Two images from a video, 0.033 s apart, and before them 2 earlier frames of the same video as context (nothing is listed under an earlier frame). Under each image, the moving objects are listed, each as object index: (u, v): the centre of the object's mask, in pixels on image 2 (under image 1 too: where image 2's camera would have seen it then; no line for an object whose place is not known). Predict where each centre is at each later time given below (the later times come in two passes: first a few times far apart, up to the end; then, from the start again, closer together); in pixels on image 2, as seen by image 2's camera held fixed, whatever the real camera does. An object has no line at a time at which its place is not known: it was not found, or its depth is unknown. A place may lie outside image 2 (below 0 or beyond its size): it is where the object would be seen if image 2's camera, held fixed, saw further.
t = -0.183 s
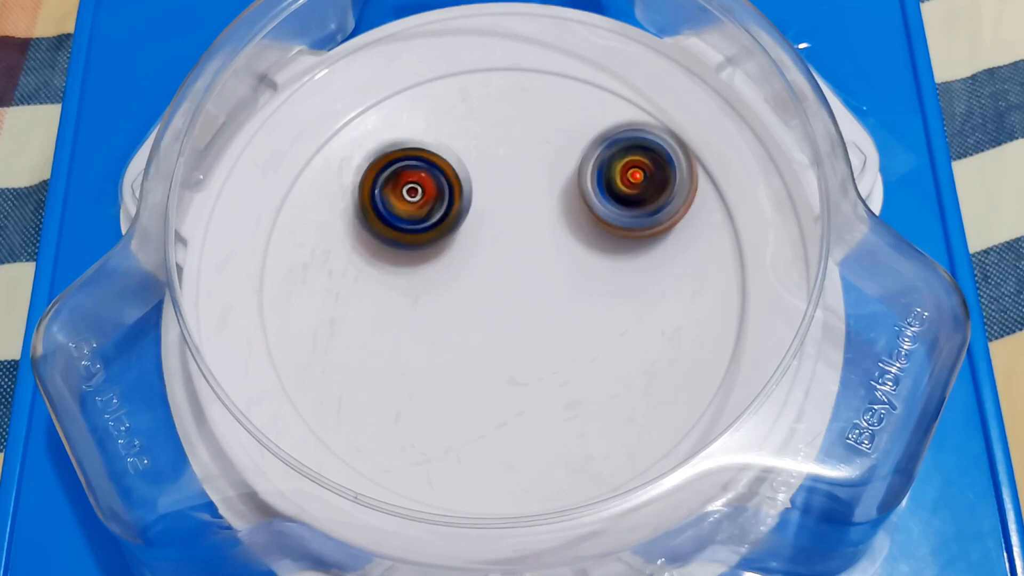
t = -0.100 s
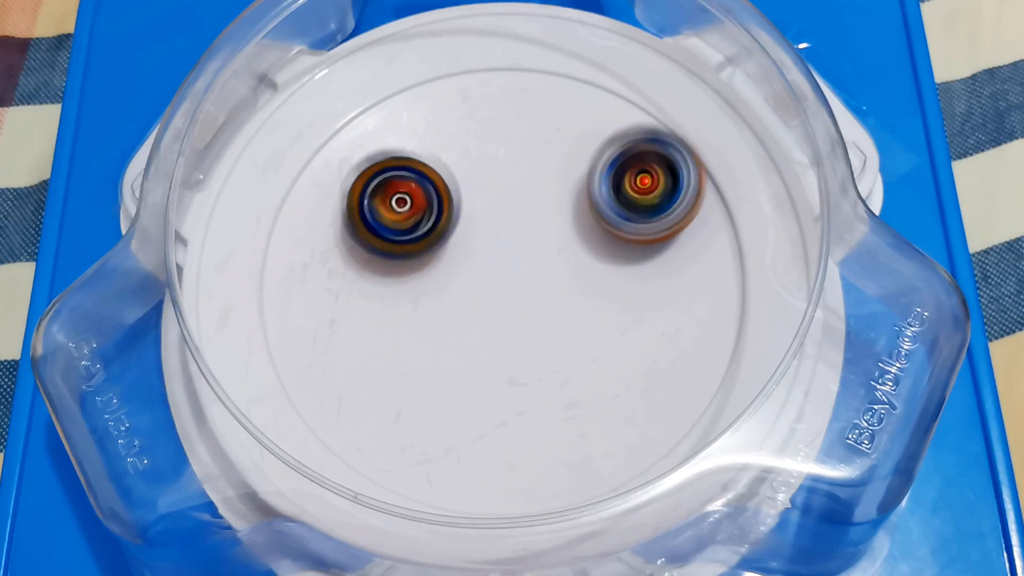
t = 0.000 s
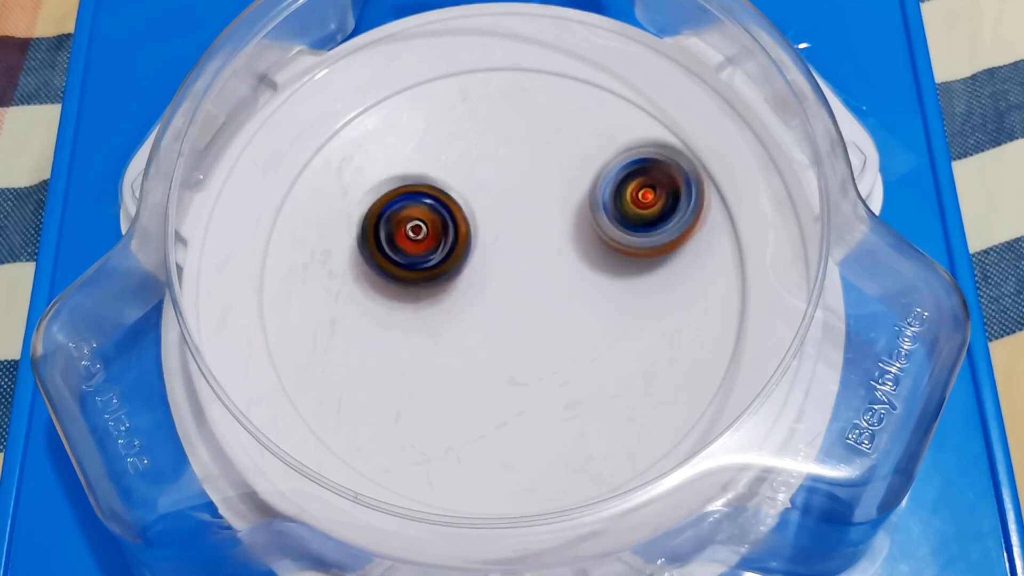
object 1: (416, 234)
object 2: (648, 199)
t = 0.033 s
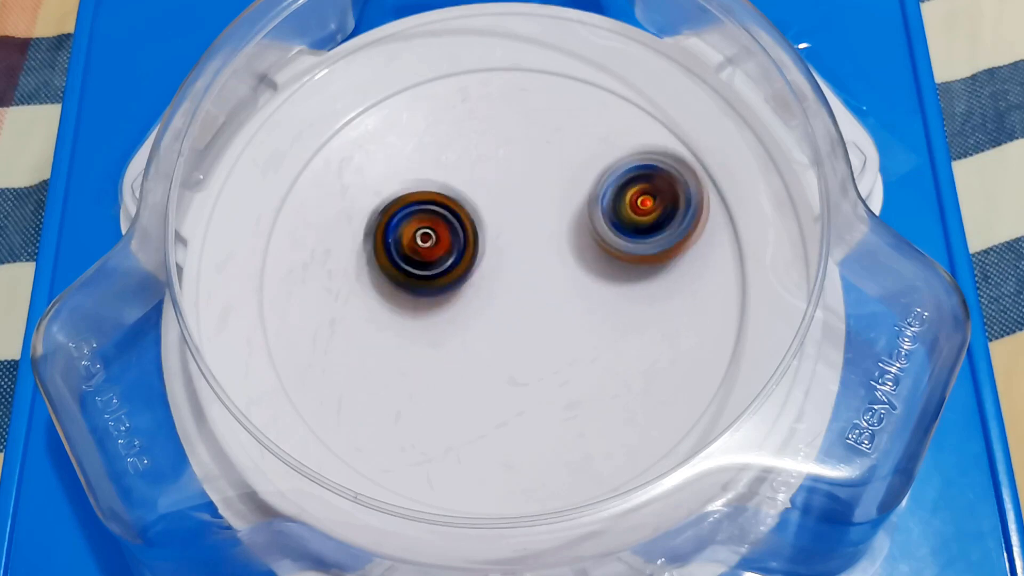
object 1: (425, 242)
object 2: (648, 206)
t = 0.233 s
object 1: (498, 264)
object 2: (622, 271)
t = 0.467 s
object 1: (499, 261)
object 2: (647, 340)
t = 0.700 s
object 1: (516, 276)
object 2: (609, 385)
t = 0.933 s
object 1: (518, 275)
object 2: (530, 406)
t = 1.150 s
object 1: (501, 283)
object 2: (454, 400)
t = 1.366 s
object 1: (554, 225)
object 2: (343, 421)
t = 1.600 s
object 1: (596, 184)
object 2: (392, 345)
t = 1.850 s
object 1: (577, 212)
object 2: (419, 246)
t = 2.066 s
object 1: (549, 286)
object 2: (427, 183)
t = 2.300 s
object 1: (511, 342)
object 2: (467, 137)
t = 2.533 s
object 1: (447, 341)
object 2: (530, 141)
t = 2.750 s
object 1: (418, 292)
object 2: (586, 188)
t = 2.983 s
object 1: (449, 243)
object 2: (614, 262)
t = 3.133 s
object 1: (489, 231)
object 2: (607, 313)
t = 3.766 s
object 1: (538, 322)
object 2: (421, 407)
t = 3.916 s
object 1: (505, 321)
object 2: (383, 379)
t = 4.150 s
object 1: (493, 294)
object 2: (355, 303)
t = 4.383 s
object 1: (503, 262)
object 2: (380, 229)
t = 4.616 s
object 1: (546, 265)
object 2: (444, 187)
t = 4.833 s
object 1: (561, 290)
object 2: (515, 191)
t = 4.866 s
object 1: (558, 299)
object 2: (525, 192)
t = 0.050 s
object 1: (432, 245)
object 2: (646, 212)
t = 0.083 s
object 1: (442, 251)
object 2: (643, 221)
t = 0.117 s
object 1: (452, 254)
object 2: (639, 231)
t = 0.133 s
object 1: (462, 257)
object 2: (638, 237)
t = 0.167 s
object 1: (473, 260)
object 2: (632, 248)
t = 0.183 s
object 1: (479, 262)
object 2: (627, 253)
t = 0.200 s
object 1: (484, 261)
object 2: (626, 259)
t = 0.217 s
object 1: (494, 263)
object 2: (621, 264)
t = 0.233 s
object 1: (498, 264)
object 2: (622, 271)
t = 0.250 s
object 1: (497, 261)
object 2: (626, 278)
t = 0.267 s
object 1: (497, 262)
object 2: (632, 286)
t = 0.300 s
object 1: (498, 261)
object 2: (640, 297)
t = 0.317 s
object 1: (497, 261)
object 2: (641, 301)
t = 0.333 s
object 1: (498, 258)
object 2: (644, 308)
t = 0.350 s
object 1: (499, 260)
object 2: (644, 311)
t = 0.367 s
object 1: (499, 260)
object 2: (646, 317)
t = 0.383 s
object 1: (500, 259)
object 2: (646, 319)
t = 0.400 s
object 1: (501, 261)
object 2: (647, 325)
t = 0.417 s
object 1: (499, 261)
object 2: (648, 327)
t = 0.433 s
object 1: (500, 261)
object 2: (648, 332)
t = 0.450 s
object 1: (500, 262)
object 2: (648, 335)
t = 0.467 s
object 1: (499, 261)
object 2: (647, 340)
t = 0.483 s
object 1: (500, 262)
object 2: (646, 342)
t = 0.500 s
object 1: (499, 263)
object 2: (645, 347)
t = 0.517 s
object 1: (499, 262)
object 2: (644, 349)
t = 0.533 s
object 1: (500, 265)
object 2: (642, 354)
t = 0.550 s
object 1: (499, 265)
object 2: (641, 356)
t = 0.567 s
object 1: (501, 267)
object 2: (637, 360)
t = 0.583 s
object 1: (501, 268)
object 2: (636, 363)
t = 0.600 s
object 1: (502, 268)
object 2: (632, 367)
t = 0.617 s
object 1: (507, 274)
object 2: (630, 370)
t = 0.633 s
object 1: (508, 276)
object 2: (625, 373)
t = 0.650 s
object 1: (509, 276)
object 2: (623, 376)
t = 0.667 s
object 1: (514, 273)
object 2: (617, 379)
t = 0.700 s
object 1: (516, 276)
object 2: (609, 385)
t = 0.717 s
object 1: (518, 275)
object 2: (606, 387)
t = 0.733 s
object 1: (518, 275)
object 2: (599, 389)
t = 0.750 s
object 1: (519, 274)
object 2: (596, 391)
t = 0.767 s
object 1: (519, 276)
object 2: (589, 393)
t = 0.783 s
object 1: (518, 275)
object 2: (585, 395)
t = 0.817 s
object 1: (519, 275)
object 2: (574, 398)
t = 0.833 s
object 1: (518, 274)
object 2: (567, 400)
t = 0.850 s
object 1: (520, 275)
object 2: (563, 401)
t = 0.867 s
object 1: (518, 275)
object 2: (555, 402)
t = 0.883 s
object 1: (518, 275)
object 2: (551, 403)
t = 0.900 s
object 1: (519, 276)
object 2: (543, 404)
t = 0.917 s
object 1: (517, 276)
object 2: (538, 405)
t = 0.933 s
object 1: (518, 275)
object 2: (530, 406)
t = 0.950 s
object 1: (517, 276)
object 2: (526, 406)
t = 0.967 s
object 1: (515, 277)
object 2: (518, 407)
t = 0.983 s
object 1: (516, 276)
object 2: (514, 407)
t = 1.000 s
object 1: (513, 278)
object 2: (506, 407)
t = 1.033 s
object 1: (511, 277)
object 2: (493, 406)
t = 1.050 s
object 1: (510, 279)
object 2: (489, 406)
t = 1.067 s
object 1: (507, 277)
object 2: (481, 405)
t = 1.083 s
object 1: (508, 279)
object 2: (477, 404)
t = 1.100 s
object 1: (505, 280)
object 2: (470, 404)
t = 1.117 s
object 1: (504, 280)
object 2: (465, 402)
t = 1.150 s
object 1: (501, 283)
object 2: (454, 400)
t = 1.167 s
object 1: (500, 283)
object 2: (447, 399)
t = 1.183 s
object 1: (500, 285)
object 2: (443, 397)
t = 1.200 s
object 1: (497, 286)
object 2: (437, 396)
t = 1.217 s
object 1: (497, 286)
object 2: (430, 395)
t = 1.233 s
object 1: (509, 281)
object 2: (413, 402)
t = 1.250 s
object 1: (514, 269)
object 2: (399, 408)
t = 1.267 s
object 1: (522, 261)
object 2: (386, 414)
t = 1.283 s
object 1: (532, 252)
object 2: (367, 420)
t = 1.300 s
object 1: (539, 243)
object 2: (354, 422)
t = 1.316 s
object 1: (542, 239)
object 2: (349, 422)
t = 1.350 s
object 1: (550, 228)
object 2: (343, 422)
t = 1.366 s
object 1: (554, 225)
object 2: (343, 421)
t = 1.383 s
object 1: (556, 221)
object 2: (343, 418)
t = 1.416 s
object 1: (564, 214)
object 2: (349, 410)
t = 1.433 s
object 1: (566, 211)
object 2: (355, 406)
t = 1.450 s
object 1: (569, 206)
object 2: (358, 401)
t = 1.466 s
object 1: (573, 203)
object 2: (363, 397)
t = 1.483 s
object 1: (577, 201)
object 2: (366, 392)
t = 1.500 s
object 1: (579, 197)
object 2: (372, 385)
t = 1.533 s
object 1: (587, 193)
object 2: (380, 372)
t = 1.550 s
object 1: (588, 190)
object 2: (383, 367)
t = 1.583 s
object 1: (595, 186)
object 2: (390, 353)
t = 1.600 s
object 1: (596, 184)
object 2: (392, 345)
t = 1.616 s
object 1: (598, 182)
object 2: (396, 339)
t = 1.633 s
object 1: (600, 182)
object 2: (397, 331)
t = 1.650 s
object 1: (599, 182)
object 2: (401, 325)
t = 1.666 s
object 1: (599, 181)
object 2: (402, 318)
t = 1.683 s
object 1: (600, 182)
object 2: (405, 311)
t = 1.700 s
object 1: (598, 185)
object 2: (406, 304)
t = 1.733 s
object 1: (596, 186)
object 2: (410, 291)
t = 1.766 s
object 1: (590, 193)
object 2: (414, 278)
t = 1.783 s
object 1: (588, 195)
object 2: (415, 269)
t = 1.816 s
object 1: (583, 205)
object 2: (417, 257)
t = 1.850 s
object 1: (577, 212)
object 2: (419, 246)
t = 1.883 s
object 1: (570, 222)
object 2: (422, 237)
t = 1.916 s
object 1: (565, 229)
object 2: (426, 229)
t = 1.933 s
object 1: (559, 234)
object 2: (429, 224)
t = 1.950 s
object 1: (555, 238)
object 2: (430, 221)
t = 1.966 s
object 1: (552, 242)
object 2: (432, 215)
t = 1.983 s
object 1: (548, 248)
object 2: (434, 213)
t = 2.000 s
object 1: (548, 256)
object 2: (433, 206)
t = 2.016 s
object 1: (550, 266)
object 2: (429, 199)
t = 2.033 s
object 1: (553, 273)
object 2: (427, 192)
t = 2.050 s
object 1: (551, 280)
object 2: (427, 189)
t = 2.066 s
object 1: (549, 286)
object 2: (427, 183)
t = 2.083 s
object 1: (548, 291)
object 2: (430, 179)
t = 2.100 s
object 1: (547, 296)
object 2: (431, 174)
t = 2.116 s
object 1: (546, 301)
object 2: (434, 168)
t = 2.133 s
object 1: (546, 305)
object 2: (436, 165)
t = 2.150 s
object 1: (543, 308)
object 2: (439, 160)
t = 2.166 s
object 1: (540, 314)
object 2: (442, 158)
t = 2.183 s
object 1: (536, 319)
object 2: (444, 154)
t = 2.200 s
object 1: (534, 322)
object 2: (447, 152)
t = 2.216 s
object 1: (532, 326)
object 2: (450, 149)
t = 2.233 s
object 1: (528, 329)
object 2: (454, 145)
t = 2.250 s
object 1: (523, 333)
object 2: (457, 144)
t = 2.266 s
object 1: (519, 336)
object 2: (460, 140)
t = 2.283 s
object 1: (516, 339)
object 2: (464, 140)
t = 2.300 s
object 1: (511, 342)
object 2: (467, 137)
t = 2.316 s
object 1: (506, 343)
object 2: (473, 137)
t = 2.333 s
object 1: (502, 347)
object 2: (476, 136)
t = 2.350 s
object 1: (496, 347)
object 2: (481, 135)
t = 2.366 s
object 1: (492, 350)
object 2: (484, 134)
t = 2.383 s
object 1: (488, 350)
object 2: (489, 132)
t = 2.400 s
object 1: (484, 348)
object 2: (493, 133)
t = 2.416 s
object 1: (477, 349)
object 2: (497, 132)
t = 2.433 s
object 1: (473, 350)
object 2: (503, 134)
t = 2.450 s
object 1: (468, 349)
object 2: (506, 134)
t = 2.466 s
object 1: (465, 348)
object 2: (513, 136)
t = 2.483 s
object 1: (459, 346)
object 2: (516, 137)
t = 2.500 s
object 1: (453, 344)
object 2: (521, 137)
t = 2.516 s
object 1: (450, 343)
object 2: (526, 140)
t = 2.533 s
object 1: (447, 341)
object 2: (530, 141)
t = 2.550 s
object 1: (443, 337)
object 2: (536, 145)
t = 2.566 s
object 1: (438, 334)
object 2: (539, 146)
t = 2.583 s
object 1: (434, 331)
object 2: (546, 150)
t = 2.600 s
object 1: (432, 329)
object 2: (549, 153)
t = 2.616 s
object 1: (429, 325)
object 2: (556, 155)
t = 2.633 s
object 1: (426, 320)
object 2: (559, 158)
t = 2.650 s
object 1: (423, 316)
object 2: (562, 161)
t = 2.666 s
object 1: (421, 313)
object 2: (566, 167)
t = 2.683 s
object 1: (420, 309)
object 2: (570, 170)
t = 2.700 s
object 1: (420, 304)
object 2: (575, 174)
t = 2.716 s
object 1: (419, 301)
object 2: (577, 179)
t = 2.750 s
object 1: (418, 292)
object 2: (586, 188)
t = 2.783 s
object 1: (421, 284)
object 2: (591, 198)
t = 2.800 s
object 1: (420, 281)
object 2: (594, 202)
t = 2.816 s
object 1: (420, 274)
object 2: (598, 208)
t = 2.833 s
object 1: (424, 271)
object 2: (599, 213)
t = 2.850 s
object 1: (426, 268)
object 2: (604, 218)
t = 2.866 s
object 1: (427, 265)
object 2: (605, 223)
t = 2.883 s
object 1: (429, 261)
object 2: (608, 228)
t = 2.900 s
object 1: (432, 257)
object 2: (608, 235)
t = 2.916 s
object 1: (435, 254)
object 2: (608, 239)
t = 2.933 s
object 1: (437, 252)
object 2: (611, 246)
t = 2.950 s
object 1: (441, 248)
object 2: (611, 251)
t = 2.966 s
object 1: (444, 245)
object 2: (614, 257)
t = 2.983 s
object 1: (449, 243)
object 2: (614, 262)
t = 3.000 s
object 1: (452, 241)
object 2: (615, 267)
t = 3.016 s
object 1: (456, 238)
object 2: (613, 274)
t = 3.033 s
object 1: (461, 237)
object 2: (613, 279)
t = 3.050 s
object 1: (465, 236)
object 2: (614, 286)
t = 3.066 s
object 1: (469, 234)
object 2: (612, 291)
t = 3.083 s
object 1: (474, 232)
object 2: (613, 296)
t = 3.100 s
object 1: (480, 232)
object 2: (610, 302)
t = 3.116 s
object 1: (484, 232)
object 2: (610, 307)
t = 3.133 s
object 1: (489, 231)
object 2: (607, 313)
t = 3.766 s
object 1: (538, 322)
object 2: (421, 407)
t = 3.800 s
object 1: (530, 320)
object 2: (411, 403)
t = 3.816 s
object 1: (527, 322)
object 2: (405, 399)
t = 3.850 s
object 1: (520, 320)
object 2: (396, 394)
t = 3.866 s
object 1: (516, 321)
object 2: (394, 391)
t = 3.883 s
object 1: (513, 322)
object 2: (390, 387)
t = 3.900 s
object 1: (509, 321)
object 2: (386, 382)
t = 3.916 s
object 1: (505, 321)
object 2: (383, 379)
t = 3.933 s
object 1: (502, 321)
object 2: (378, 375)
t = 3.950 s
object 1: (500, 320)
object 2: (378, 370)
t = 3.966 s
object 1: (495, 318)
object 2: (374, 366)
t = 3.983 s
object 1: (491, 318)
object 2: (372, 359)
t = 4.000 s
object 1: (491, 318)
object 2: (369, 356)
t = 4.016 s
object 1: (493, 318)
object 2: (364, 350)
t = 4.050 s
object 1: (491, 314)
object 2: (359, 340)
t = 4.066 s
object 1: (491, 309)
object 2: (357, 332)
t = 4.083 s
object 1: (492, 305)
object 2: (355, 328)
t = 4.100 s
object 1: (493, 303)
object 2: (353, 322)
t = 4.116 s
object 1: (493, 299)
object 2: (356, 316)
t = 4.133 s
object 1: (492, 297)
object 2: (355, 311)
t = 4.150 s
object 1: (493, 294)
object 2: (355, 303)
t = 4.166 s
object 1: (493, 292)
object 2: (356, 299)
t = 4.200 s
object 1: (492, 284)
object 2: (359, 287)
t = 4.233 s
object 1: (493, 278)
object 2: (361, 275)
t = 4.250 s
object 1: (493, 276)
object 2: (363, 271)
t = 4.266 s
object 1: (492, 272)
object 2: (366, 266)
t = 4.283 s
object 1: (490, 268)
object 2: (370, 260)
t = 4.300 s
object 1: (492, 265)
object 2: (372, 256)
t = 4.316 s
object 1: (492, 263)
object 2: (374, 249)
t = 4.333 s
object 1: (493, 262)
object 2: (376, 246)
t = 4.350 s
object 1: (498, 264)
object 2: (376, 240)
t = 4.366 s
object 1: (500, 262)
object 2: (378, 233)
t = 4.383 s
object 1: (503, 262)
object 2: (380, 229)
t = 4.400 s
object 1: (507, 261)
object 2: (381, 224)
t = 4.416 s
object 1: (509, 261)
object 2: (387, 220)
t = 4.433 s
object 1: (512, 259)
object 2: (390, 216)
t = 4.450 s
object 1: (517, 259)
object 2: (394, 211)
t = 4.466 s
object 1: (521, 259)
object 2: (398, 209)
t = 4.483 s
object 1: (524, 260)
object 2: (401, 205)
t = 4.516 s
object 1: (528, 261)
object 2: (412, 199)
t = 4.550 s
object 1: (536, 262)
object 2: (423, 194)
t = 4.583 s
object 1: (540, 264)
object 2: (433, 189)
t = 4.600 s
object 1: (543, 264)
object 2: (439, 189)
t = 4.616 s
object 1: (546, 265)
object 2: (444, 187)
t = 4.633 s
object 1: (548, 268)
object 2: (450, 185)
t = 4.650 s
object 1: (550, 269)
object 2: (456, 185)
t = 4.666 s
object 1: (552, 271)
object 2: (460, 184)
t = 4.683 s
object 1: (555, 272)
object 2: (467, 184)
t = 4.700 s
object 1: (557, 274)
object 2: (472, 185)
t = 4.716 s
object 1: (557, 276)
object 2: (477, 183)
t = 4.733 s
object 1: (559, 279)
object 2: (483, 185)
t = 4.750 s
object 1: (560, 280)
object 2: (488, 186)
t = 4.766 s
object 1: (562, 283)
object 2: (495, 185)
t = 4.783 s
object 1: (562, 285)
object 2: (499, 187)
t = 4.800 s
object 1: (561, 286)
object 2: (504, 187)
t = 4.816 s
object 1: (562, 288)
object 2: (510, 189)
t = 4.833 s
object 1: (561, 290)
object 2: (515, 191)
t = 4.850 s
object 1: (560, 292)
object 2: (519, 191)
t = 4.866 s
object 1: (558, 299)
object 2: (525, 192)
